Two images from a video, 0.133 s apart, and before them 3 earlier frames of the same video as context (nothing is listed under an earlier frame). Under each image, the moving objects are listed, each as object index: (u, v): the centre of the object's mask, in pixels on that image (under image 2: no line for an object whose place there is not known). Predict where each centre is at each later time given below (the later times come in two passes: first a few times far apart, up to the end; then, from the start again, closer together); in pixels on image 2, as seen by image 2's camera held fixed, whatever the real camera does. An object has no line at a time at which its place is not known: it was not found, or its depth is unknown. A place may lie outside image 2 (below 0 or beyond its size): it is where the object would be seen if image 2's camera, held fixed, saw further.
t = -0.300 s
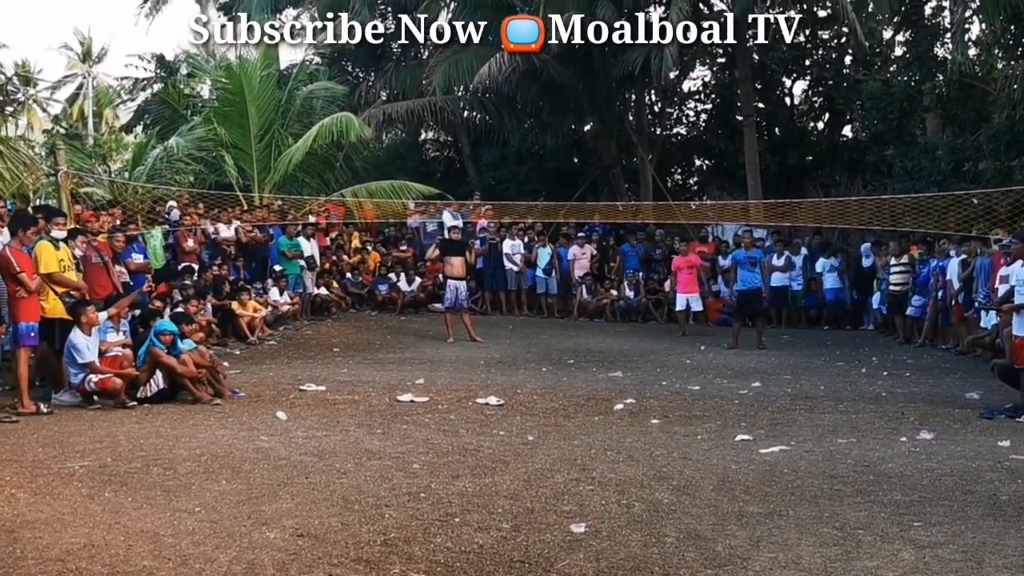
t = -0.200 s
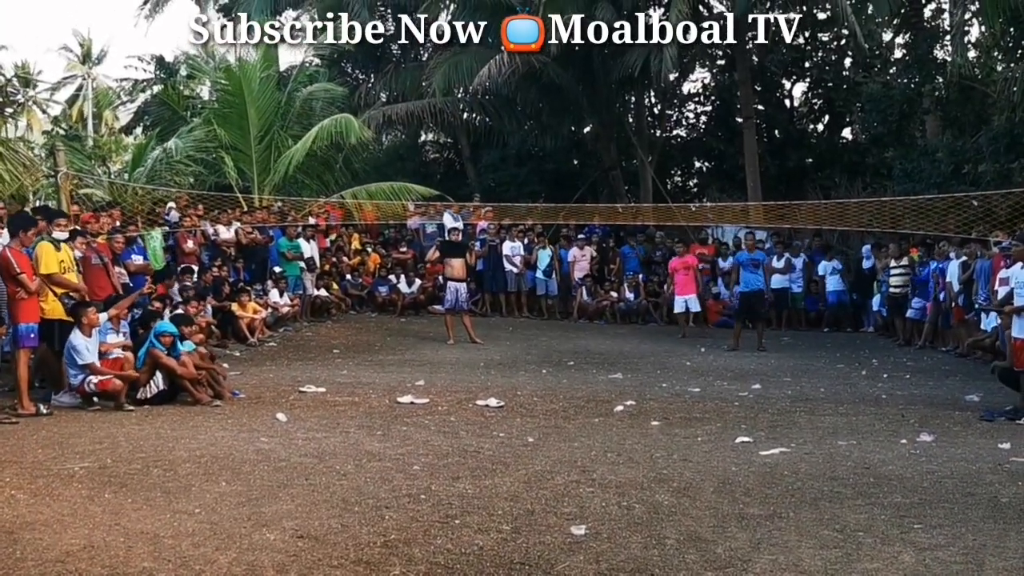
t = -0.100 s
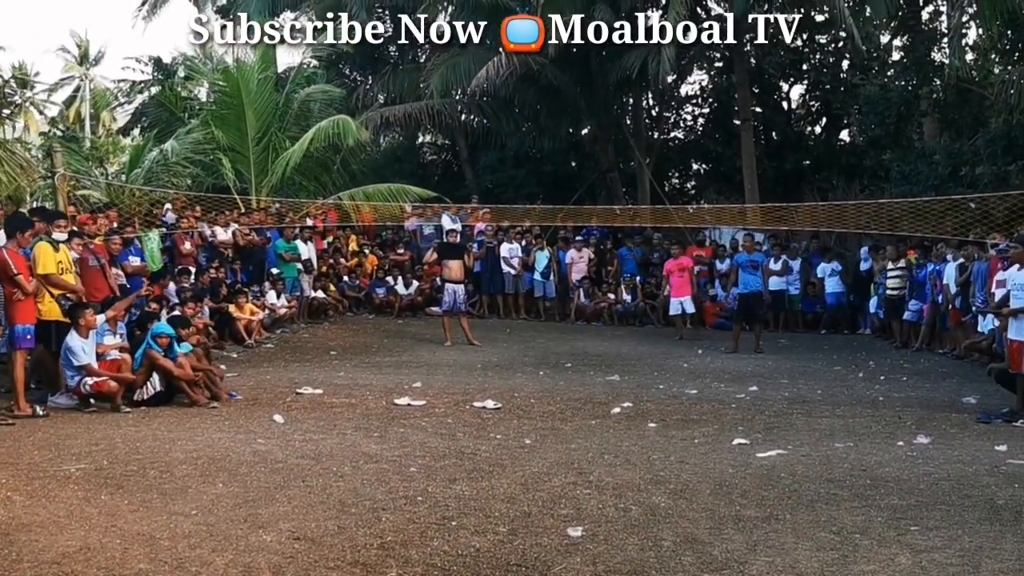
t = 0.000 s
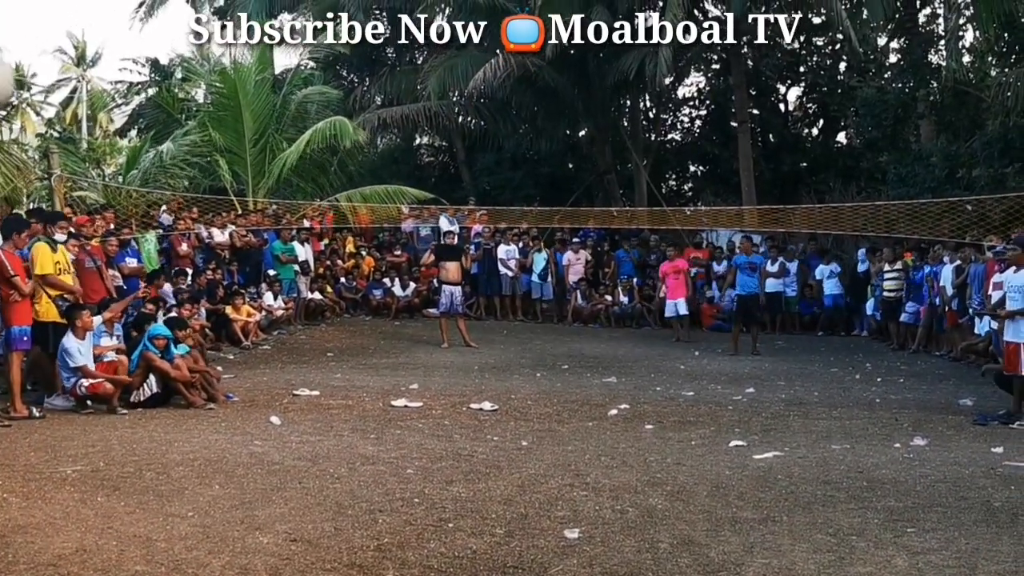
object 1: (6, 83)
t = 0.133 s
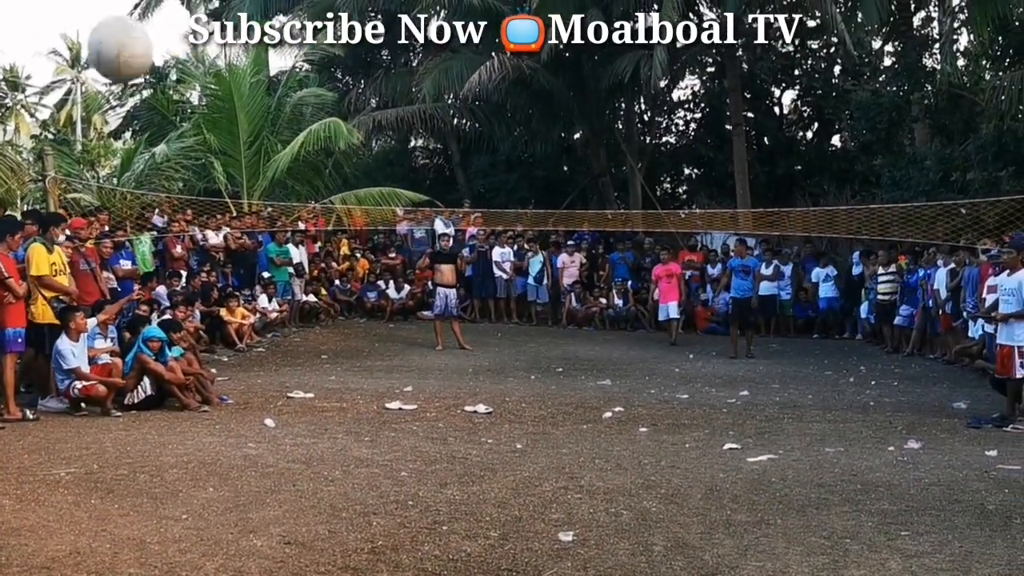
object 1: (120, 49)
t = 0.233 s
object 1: (224, 74)
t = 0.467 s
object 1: (445, 267)
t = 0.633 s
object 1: (584, 507)
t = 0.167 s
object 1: (156, 53)
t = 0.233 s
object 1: (224, 74)
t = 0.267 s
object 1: (257, 90)
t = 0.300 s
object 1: (289, 109)
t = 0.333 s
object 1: (322, 133)
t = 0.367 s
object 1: (353, 160)
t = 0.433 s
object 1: (414, 229)
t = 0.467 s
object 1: (445, 267)
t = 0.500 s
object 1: (474, 309)
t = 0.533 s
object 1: (502, 353)
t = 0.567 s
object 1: (529, 402)
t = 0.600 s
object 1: (557, 454)
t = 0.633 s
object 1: (584, 507)
